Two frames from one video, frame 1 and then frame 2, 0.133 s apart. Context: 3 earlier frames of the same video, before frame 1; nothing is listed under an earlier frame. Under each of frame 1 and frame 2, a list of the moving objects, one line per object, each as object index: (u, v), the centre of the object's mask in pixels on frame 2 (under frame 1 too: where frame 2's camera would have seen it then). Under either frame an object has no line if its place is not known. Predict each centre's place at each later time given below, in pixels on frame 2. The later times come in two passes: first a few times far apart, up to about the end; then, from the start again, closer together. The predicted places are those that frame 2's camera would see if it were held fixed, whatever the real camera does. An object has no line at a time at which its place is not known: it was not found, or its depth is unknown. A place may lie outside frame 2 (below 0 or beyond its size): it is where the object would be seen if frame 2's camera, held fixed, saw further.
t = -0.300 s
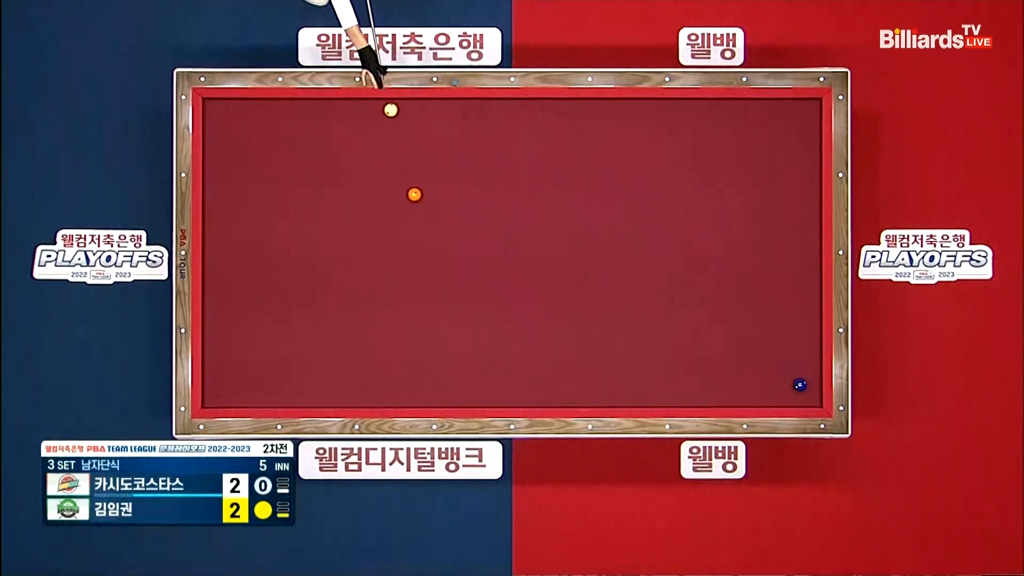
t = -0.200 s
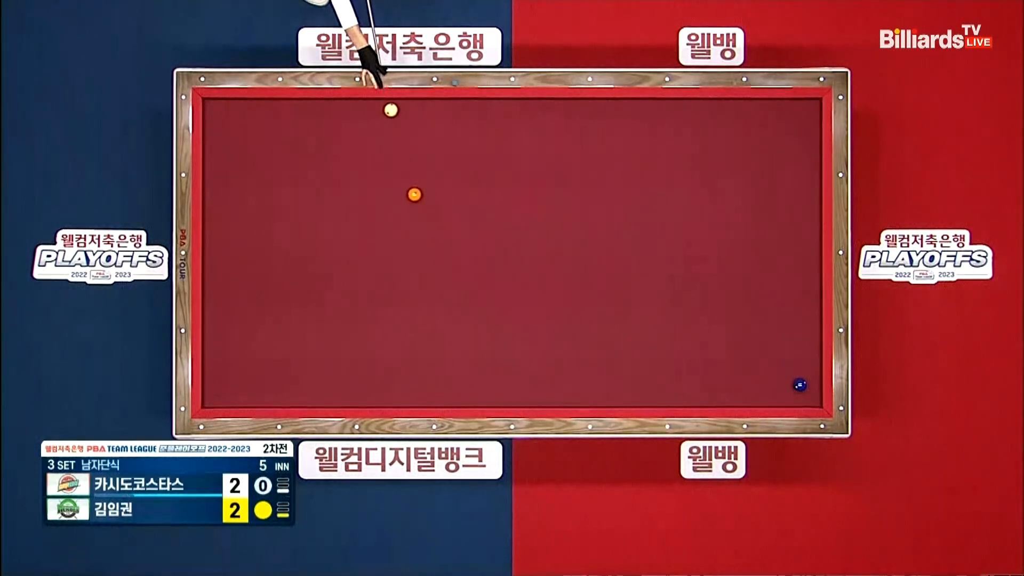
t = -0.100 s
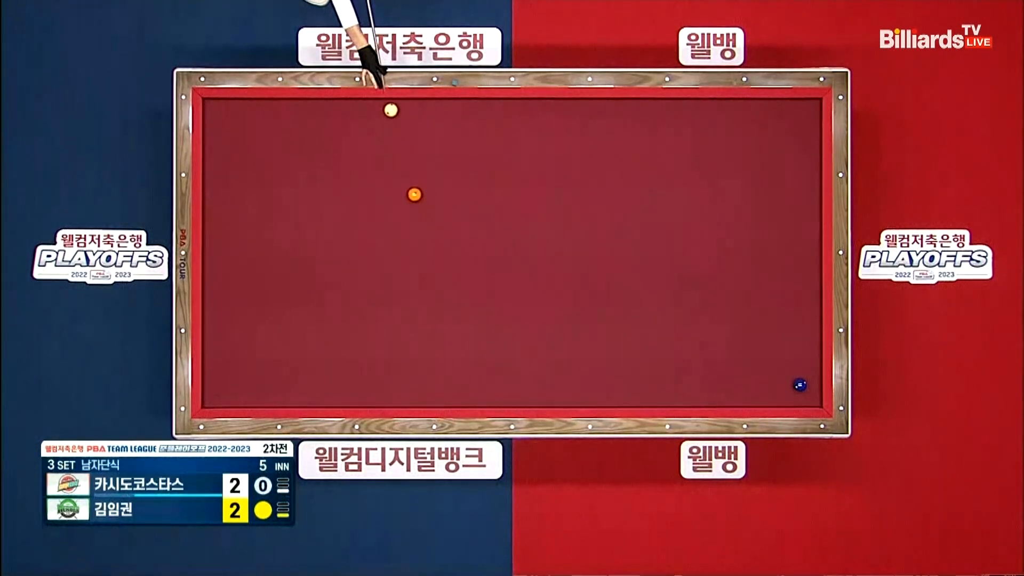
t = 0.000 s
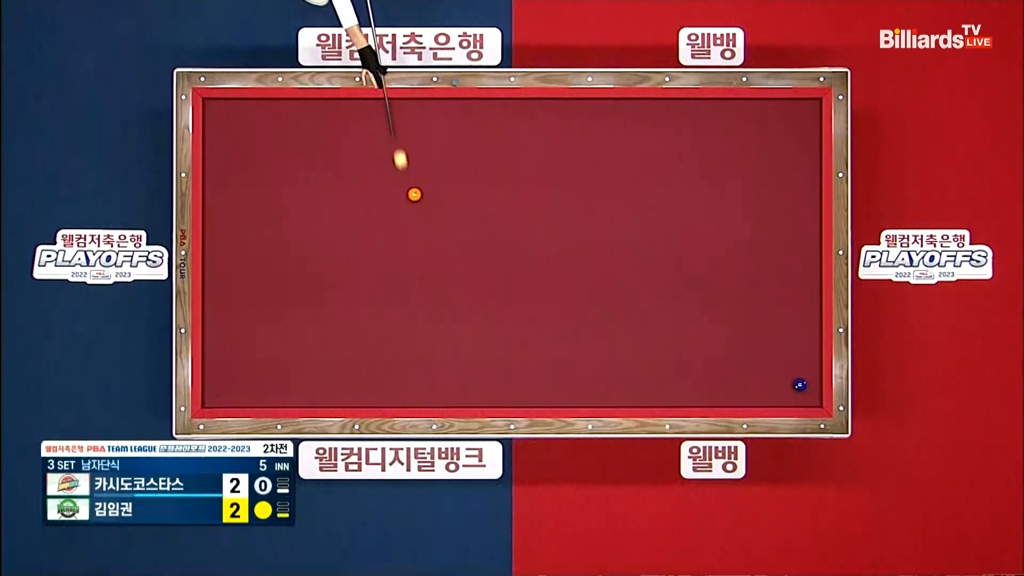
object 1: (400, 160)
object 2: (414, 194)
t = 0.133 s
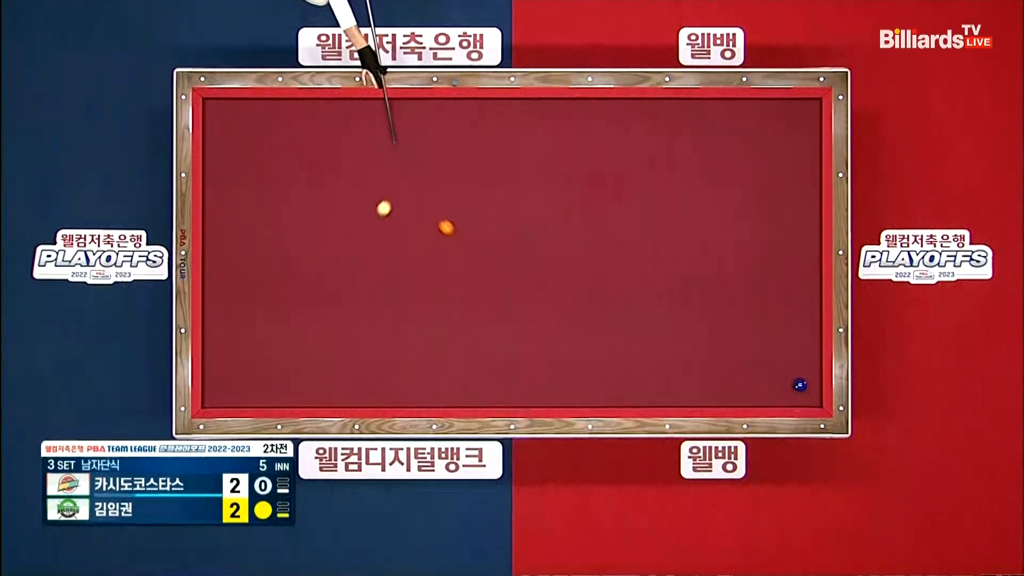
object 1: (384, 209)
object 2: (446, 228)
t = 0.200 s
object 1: (370, 227)
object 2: (468, 250)
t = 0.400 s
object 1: (334, 286)
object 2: (527, 310)
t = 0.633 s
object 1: (296, 356)
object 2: (583, 368)
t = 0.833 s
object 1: (261, 391)
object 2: (626, 390)
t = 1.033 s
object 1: (219, 351)
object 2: (661, 360)
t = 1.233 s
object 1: (230, 315)
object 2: (696, 335)
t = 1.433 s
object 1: (254, 281)
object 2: (731, 312)
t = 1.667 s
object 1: (280, 241)
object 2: (771, 284)
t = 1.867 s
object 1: (303, 207)
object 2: (804, 260)
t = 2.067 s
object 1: (325, 173)
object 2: (800, 237)
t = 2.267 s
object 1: (347, 140)
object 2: (781, 214)
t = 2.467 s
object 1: (369, 108)
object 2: (762, 192)
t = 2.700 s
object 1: (396, 127)
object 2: (741, 166)
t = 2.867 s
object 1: (416, 142)
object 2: (725, 148)
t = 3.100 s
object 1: (443, 162)
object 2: (705, 123)
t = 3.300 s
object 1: (466, 180)
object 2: (687, 105)
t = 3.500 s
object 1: (488, 197)
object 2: (670, 118)
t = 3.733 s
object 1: (514, 217)
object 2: (650, 132)
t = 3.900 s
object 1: (533, 230)
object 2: (636, 141)
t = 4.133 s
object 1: (558, 249)
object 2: (617, 154)
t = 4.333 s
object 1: (579, 266)
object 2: (601, 165)
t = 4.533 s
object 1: (599, 281)
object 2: (585, 175)
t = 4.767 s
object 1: (623, 299)
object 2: (567, 187)
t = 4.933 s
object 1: (640, 312)
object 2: (555, 196)
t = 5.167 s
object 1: (662, 330)
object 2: (538, 207)
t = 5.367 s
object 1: (682, 344)
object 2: (524, 217)
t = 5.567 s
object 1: (700, 358)
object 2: (510, 226)
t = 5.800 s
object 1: (722, 375)
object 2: (494, 237)
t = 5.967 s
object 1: (737, 387)
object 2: (483, 245)
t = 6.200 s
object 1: (757, 400)
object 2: (468, 255)
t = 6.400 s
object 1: (771, 393)
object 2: (456, 263)
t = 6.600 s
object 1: (785, 387)
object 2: (443, 271)
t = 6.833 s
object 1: (789, 383)
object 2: (430, 280)
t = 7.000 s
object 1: (790, 380)
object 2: (420, 287)
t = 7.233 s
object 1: (793, 377)
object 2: (407, 296)
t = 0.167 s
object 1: (377, 217)
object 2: (457, 239)
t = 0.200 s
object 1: (370, 227)
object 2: (468, 250)
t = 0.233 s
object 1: (363, 236)
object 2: (478, 260)
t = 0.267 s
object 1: (357, 246)
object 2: (488, 271)
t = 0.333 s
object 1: (346, 265)
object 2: (509, 291)
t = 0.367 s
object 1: (340, 275)
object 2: (518, 301)
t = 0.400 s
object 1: (334, 286)
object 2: (527, 310)
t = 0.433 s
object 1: (329, 296)
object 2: (536, 319)
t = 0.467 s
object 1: (324, 306)
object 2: (544, 328)
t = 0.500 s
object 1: (318, 316)
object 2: (552, 336)
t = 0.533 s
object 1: (313, 326)
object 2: (560, 344)
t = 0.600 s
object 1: (302, 346)
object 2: (575, 360)
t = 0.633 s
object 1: (296, 356)
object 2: (583, 368)
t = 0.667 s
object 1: (291, 366)
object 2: (591, 376)
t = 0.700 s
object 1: (285, 375)
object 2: (599, 384)
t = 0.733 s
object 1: (280, 385)
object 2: (606, 392)
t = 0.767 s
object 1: (275, 396)
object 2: (614, 400)
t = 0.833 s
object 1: (261, 391)
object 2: (626, 390)
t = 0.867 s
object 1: (254, 384)
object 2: (632, 384)
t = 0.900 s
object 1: (247, 376)
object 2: (638, 378)
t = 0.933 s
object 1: (240, 369)
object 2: (644, 373)
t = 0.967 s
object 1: (233, 362)
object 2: (649, 368)
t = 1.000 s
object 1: (226, 356)
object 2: (655, 364)
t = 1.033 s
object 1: (219, 351)
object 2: (661, 360)
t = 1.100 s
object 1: (210, 339)
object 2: (673, 352)
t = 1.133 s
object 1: (216, 333)
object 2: (679, 348)
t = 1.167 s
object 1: (221, 327)
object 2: (684, 344)
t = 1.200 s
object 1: (226, 322)
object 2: (690, 339)
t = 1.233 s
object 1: (230, 315)
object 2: (696, 335)
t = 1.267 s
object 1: (235, 309)
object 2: (702, 332)
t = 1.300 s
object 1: (239, 304)
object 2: (708, 328)
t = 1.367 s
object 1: (246, 292)
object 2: (719, 319)
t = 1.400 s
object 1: (250, 286)
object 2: (725, 315)
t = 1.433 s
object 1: (254, 281)
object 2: (731, 312)
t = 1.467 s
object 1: (258, 275)
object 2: (737, 307)
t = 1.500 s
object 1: (261, 269)
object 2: (742, 303)
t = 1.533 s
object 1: (265, 264)
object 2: (748, 299)
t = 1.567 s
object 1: (269, 258)
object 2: (754, 296)
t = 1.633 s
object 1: (276, 246)
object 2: (765, 288)
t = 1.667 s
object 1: (280, 241)
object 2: (771, 284)
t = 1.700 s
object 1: (284, 235)
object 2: (776, 280)
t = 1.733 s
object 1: (288, 229)
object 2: (782, 276)
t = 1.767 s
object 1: (291, 224)
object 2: (787, 272)
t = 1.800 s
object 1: (295, 218)
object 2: (793, 268)
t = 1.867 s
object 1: (303, 207)
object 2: (804, 260)
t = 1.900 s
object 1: (307, 201)
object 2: (810, 256)
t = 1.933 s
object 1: (310, 196)
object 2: (815, 253)
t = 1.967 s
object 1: (314, 190)
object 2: (811, 249)
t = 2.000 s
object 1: (318, 184)
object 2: (807, 245)
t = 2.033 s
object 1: (321, 179)
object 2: (803, 241)
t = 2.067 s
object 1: (325, 173)
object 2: (800, 237)
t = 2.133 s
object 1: (332, 162)
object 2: (793, 230)
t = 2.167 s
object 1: (336, 157)
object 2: (790, 226)
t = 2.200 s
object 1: (340, 151)
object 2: (787, 222)
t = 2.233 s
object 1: (343, 146)
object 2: (784, 218)
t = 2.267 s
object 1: (347, 140)
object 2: (781, 214)
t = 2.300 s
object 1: (350, 135)
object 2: (777, 211)
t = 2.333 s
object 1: (354, 129)
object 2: (774, 207)
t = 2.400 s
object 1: (361, 119)
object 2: (768, 199)
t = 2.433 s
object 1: (365, 113)
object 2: (765, 196)
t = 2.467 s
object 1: (369, 108)
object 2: (762, 192)
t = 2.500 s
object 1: (372, 106)
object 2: (759, 188)
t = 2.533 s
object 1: (376, 110)
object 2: (756, 185)
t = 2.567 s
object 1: (380, 114)
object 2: (753, 181)
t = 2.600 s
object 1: (384, 117)
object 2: (750, 177)
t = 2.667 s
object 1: (392, 124)
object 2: (744, 170)
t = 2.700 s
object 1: (396, 127)
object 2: (741, 166)
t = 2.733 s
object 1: (400, 130)
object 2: (738, 163)
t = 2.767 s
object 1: (404, 133)
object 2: (735, 159)
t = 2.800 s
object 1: (408, 136)
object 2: (731, 155)
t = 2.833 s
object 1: (412, 139)
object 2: (729, 152)
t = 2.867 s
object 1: (416, 142)
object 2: (725, 148)
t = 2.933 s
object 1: (424, 148)
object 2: (719, 141)
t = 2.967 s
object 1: (428, 151)
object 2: (717, 138)
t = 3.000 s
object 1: (432, 153)
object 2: (714, 134)
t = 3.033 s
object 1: (435, 156)
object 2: (711, 130)
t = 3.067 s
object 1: (439, 159)
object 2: (708, 127)
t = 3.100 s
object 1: (443, 162)
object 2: (705, 123)
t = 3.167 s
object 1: (451, 168)
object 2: (699, 117)
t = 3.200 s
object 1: (455, 171)
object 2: (696, 113)
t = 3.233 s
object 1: (458, 174)
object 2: (693, 110)
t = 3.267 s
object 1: (462, 177)
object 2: (690, 106)
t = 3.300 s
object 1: (466, 180)
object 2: (687, 105)
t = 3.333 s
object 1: (470, 183)
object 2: (684, 108)
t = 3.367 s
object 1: (474, 186)
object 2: (681, 110)
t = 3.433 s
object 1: (481, 191)
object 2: (675, 114)
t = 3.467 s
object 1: (485, 194)
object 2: (673, 116)
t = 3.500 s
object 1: (488, 197)
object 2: (670, 118)
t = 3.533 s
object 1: (492, 200)
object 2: (667, 120)
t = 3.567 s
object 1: (496, 203)
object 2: (664, 122)
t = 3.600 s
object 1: (500, 206)
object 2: (661, 124)
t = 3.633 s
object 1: (503, 208)
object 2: (658, 126)
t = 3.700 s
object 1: (511, 214)
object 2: (652, 130)
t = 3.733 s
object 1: (514, 217)
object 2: (650, 132)
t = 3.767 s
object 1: (518, 219)
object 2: (647, 134)
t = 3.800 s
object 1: (522, 222)
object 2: (644, 135)
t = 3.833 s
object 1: (525, 225)
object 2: (642, 137)
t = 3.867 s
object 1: (529, 228)
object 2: (639, 139)
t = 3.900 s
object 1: (533, 230)
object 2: (636, 141)
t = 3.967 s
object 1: (540, 236)
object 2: (630, 145)
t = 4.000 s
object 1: (543, 239)
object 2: (628, 146)
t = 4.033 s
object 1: (547, 241)
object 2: (625, 149)
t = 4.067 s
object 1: (551, 244)
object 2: (622, 150)
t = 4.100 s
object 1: (554, 247)
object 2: (619, 152)
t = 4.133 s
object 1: (558, 249)
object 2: (617, 154)
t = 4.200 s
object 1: (565, 255)
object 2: (611, 158)
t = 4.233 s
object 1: (568, 258)
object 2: (609, 159)
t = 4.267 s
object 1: (572, 260)
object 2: (606, 161)
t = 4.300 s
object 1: (575, 263)
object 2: (603, 163)
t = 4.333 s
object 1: (579, 266)
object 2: (601, 165)
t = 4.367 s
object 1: (582, 268)
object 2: (598, 166)
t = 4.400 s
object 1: (586, 271)
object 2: (596, 168)
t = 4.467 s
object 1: (593, 276)
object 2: (590, 172)
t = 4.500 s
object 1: (596, 279)
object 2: (588, 174)
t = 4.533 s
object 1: (599, 281)
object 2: (585, 175)
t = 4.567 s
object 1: (603, 284)
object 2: (582, 177)
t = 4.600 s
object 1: (606, 287)
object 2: (580, 179)
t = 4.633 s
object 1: (610, 289)
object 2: (577, 181)
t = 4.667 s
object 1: (613, 292)
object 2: (575, 182)
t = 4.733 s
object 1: (620, 297)
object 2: (570, 186)
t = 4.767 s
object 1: (623, 299)
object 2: (567, 187)
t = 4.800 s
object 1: (626, 302)
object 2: (565, 189)
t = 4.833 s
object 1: (630, 305)
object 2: (562, 191)
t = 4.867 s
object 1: (633, 307)
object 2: (560, 193)
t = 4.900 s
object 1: (636, 310)
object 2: (557, 194)
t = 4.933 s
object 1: (640, 312)
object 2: (555, 196)
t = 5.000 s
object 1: (646, 317)
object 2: (550, 199)
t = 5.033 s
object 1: (650, 320)
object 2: (548, 201)
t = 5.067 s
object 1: (653, 322)
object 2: (545, 203)
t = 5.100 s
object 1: (656, 325)
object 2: (543, 204)
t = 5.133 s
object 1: (659, 327)
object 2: (540, 206)
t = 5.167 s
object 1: (662, 330)
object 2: (538, 207)
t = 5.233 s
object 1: (669, 335)
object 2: (533, 211)
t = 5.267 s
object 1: (672, 337)
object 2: (531, 212)
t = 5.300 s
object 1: (675, 340)
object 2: (528, 214)
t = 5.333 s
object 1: (678, 342)
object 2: (526, 215)
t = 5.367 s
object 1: (682, 344)
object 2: (524, 217)
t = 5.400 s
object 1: (685, 347)
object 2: (521, 218)
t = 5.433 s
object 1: (688, 349)
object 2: (519, 220)
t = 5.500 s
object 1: (694, 354)
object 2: (514, 223)
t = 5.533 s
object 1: (697, 356)
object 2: (512, 224)
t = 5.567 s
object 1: (700, 358)
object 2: (510, 226)
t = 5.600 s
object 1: (703, 361)
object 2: (508, 228)
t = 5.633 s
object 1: (706, 363)
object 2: (505, 229)
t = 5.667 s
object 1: (709, 366)
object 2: (503, 231)
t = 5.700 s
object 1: (713, 368)
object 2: (501, 233)
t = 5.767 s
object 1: (719, 373)
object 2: (496, 235)
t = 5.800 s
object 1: (722, 375)
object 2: (494, 237)
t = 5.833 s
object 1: (725, 377)
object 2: (492, 238)
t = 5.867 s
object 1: (728, 379)
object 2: (490, 240)
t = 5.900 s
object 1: (731, 382)
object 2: (487, 241)
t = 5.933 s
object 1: (734, 384)
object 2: (485, 243)
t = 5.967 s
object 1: (737, 387)
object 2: (483, 245)
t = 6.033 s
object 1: (743, 391)
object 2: (479, 247)
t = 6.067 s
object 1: (746, 393)
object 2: (477, 249)
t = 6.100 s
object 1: (749, 395)
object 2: (475, 250)
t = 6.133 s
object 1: (752, 398)
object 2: (472, 252)
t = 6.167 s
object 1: (755, 400)
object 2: (470, 253)
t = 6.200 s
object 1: (757, 400)
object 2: (468, 255)
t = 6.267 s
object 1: (761, 398)
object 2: (464, 257)
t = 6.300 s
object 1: (764, 397)
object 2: (462, 259)
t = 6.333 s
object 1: (767, 395)
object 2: (460, 260)
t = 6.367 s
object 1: (769, 394)
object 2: (458, 261)
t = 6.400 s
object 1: (771, 393)
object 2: (456, 263)
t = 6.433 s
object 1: (773, 392)
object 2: (454, 264)
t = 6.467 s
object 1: (776, 391)
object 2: (452, 266)
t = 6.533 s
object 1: (780, 389)
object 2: (448, 268)
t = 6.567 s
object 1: (783, 388)
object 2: (445, 270)
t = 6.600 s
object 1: (785, 387)
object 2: (443, 271)
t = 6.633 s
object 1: (786, 387)
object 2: (441, 273)
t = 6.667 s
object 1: (786, 386)
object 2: (439, 274)
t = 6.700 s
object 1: (787, 385)
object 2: (438, 275)
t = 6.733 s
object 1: (787, 384)
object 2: (436, 276)
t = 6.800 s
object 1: (788, 383)
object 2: (432, 279)
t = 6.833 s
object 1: (789, 383)
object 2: (430, 280)
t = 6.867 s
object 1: (789, 382)
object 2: (428, 282)
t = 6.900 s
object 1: (790, 382)
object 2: (426, 283)
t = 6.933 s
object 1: (790, 381)
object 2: (424, 284)
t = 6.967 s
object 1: (790, 381)
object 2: (422, 286)
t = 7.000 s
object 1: (790, 380)
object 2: (420, 287)
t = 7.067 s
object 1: (791, 379)
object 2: (416, 289)
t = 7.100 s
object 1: (791, 378)
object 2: (414, 291)
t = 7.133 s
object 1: (791, 378)
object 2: (413, 292)
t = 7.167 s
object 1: (792, 377)
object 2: (411, 293)
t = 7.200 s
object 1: (792, 377)
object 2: (409, 294)
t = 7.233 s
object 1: (793, 377)
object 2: (407, 296)
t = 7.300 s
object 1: (793, 375)
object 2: (404, 298)
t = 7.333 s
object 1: (793, 375)
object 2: (402, 299)
